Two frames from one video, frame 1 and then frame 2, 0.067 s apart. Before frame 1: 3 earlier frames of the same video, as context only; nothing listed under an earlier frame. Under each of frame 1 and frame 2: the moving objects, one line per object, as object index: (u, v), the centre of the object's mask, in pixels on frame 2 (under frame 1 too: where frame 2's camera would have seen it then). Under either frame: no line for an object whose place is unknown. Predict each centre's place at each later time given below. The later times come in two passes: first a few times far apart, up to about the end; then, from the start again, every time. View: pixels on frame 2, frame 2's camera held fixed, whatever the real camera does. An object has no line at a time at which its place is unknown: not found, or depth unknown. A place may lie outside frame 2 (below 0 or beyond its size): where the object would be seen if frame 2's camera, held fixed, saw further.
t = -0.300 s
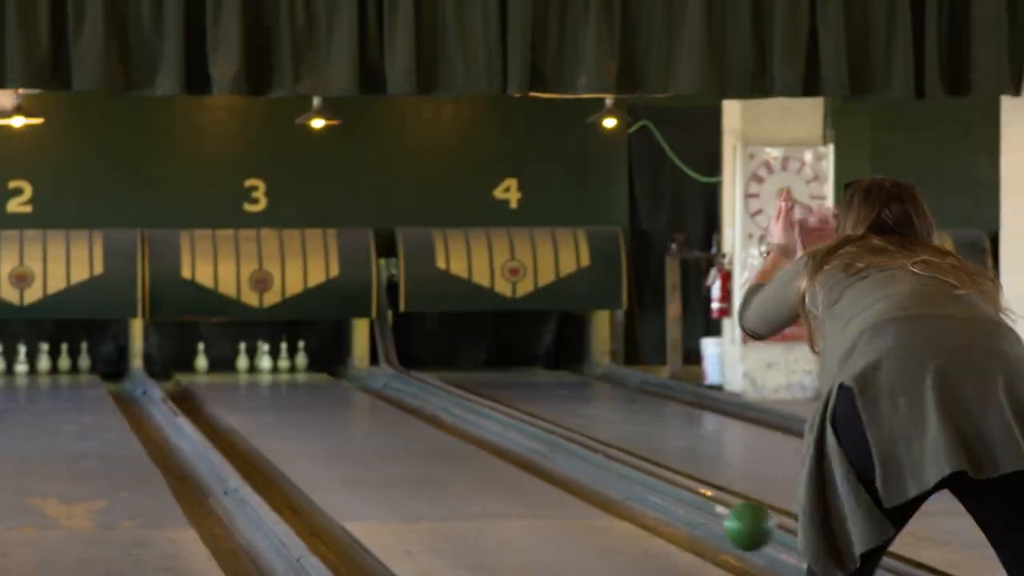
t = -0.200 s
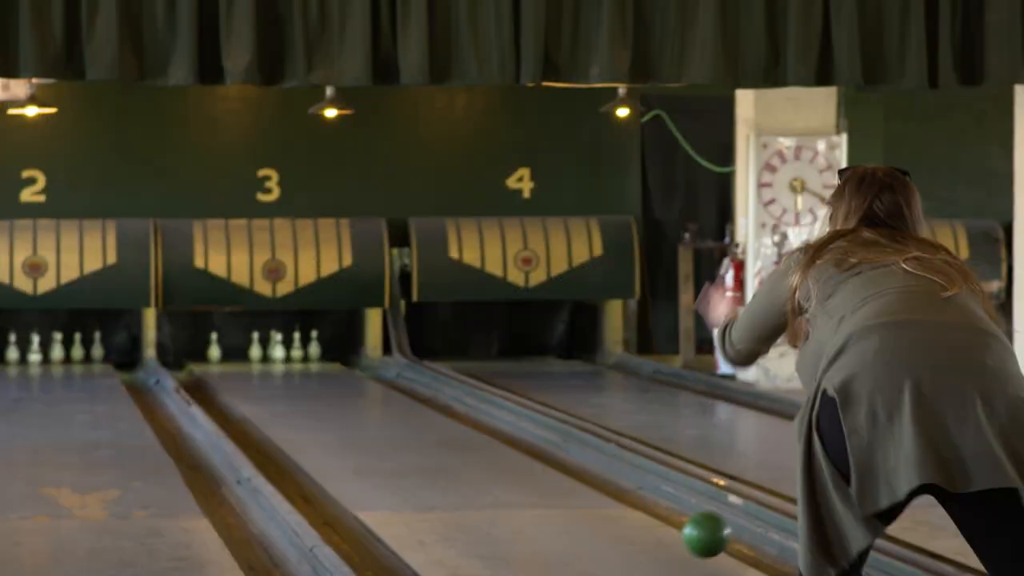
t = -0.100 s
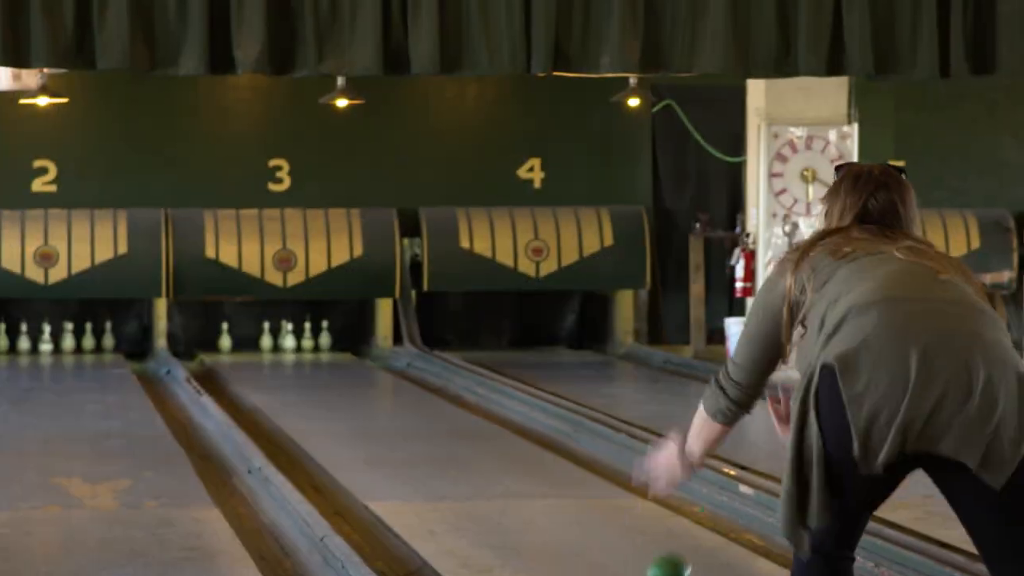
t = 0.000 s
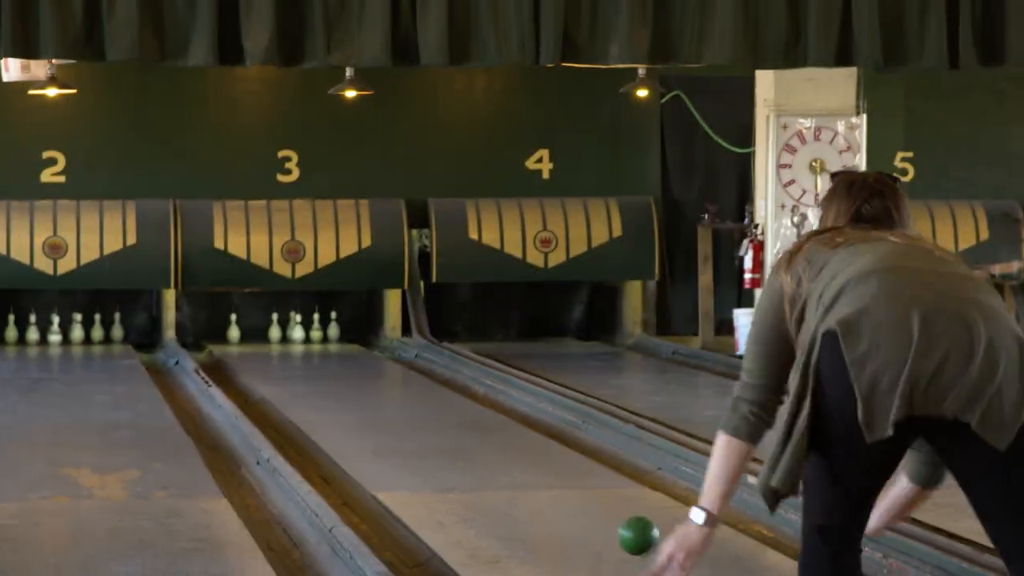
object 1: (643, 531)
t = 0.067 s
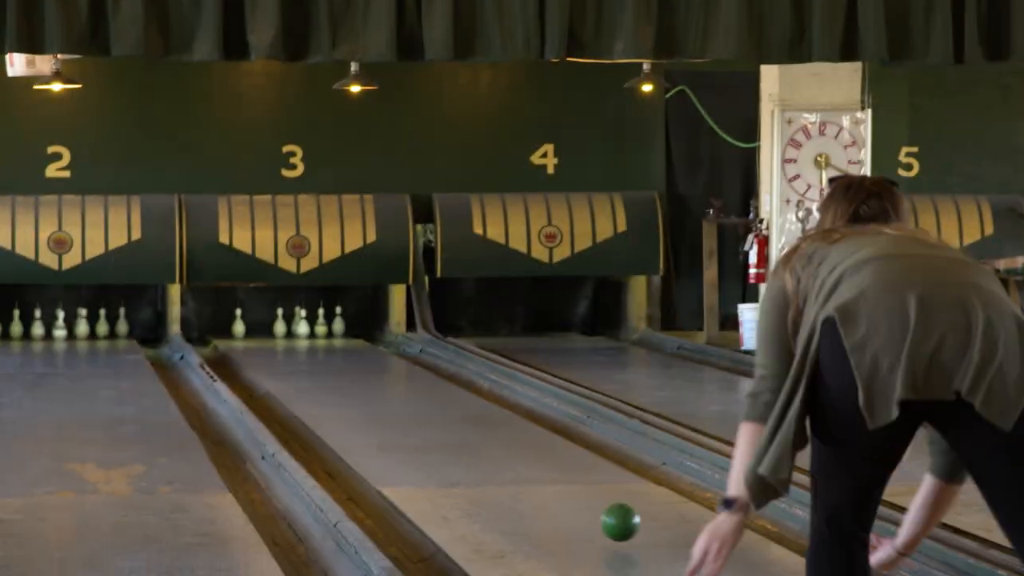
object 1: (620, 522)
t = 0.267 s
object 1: (563, 488)
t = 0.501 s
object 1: (515, 453)
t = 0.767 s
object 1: (476, 425)
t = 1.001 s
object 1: (453, 406)
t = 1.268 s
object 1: (431, 389)
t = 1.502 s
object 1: (414, 376)
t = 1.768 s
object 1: (397, 362)
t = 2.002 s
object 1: (383, 352)
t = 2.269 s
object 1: (369, 343)
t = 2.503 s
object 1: (358, 335)
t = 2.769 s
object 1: (345, 329)
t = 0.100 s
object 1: (610, 521)
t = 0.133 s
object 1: (600, 513)
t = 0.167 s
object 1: (590, 506)
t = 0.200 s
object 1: (581, 500)
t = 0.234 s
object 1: (572, 493)
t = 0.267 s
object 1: (563, 488)
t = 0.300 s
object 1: (555, 481)
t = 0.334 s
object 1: (548, 476)
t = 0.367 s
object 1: (540, 471)
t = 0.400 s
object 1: (533, 464)
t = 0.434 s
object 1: (526, 460)
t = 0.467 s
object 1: (520, 458)
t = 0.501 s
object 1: (515, 453)
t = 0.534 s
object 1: (509, 450)
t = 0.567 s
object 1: (503, 446)
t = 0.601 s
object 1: (498, 442)
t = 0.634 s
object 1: (493, 438)
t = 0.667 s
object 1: (489, 435)
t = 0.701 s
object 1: (484, 431)
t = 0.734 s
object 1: (480, 428)
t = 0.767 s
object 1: (476, 425)
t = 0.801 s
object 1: (472, 422)
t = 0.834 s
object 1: (469, 419)
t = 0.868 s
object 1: (466, 417)
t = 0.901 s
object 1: (462, 414)
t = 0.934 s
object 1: (459, 410)
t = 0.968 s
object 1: (456, 407)
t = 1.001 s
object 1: (453, 406)
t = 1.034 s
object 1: (450, 404)
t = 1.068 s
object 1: (447, 401)
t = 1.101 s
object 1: (444, 399)
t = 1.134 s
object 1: (441, 397)
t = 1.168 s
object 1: (438, 395)
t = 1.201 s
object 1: (436, 393)
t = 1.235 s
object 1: (433, 391)
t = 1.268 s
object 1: (431, 389)
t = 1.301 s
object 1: (428, 385)
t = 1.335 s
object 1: (426, 384)
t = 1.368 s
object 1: (423, 383)
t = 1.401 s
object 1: (421, 381)
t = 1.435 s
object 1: (418, 379)
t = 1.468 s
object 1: (416, 377)
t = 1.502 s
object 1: (414, 376)
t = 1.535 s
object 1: (412, 373)
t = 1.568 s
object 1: (409, 372)
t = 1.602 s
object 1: (407, 371)
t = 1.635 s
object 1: (405, 369)
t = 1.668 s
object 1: (403, 367)
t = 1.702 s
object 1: (401, 365)
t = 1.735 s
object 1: (399, 362)
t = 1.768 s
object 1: (397, 362)
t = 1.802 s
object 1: (394, 361)
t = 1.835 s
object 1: (393, 359)
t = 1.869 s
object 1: (390, 356)
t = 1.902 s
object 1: (388, 355)
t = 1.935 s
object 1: (386, 355)
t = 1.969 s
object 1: (385, 353)
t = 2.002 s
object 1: (383, 352)
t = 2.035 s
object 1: (380, 351)
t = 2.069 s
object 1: (379, 350)
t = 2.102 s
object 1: (377, 349)
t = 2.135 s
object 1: (375, 348)
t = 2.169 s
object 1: (374, 346)
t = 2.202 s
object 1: (372, 344)
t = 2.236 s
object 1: (370, 343)
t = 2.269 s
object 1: (369, 343)
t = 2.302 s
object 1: (367, 342)
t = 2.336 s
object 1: (365, 340)
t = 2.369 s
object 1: (364, 339)
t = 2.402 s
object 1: (362, 338)
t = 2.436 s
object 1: (361, 337)
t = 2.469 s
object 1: (359, 336)
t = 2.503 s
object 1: (358, 335)
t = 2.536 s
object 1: (356, 334)
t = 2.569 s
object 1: (354, 333)
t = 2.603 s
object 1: (353, 332)
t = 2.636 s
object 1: (352, 331)
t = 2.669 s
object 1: (350, 330)
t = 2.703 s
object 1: (348, 330)
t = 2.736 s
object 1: (347, 331)
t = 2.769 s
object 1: (345, 329)
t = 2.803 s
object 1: (344, 328)
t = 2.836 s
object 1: (342, 328)
